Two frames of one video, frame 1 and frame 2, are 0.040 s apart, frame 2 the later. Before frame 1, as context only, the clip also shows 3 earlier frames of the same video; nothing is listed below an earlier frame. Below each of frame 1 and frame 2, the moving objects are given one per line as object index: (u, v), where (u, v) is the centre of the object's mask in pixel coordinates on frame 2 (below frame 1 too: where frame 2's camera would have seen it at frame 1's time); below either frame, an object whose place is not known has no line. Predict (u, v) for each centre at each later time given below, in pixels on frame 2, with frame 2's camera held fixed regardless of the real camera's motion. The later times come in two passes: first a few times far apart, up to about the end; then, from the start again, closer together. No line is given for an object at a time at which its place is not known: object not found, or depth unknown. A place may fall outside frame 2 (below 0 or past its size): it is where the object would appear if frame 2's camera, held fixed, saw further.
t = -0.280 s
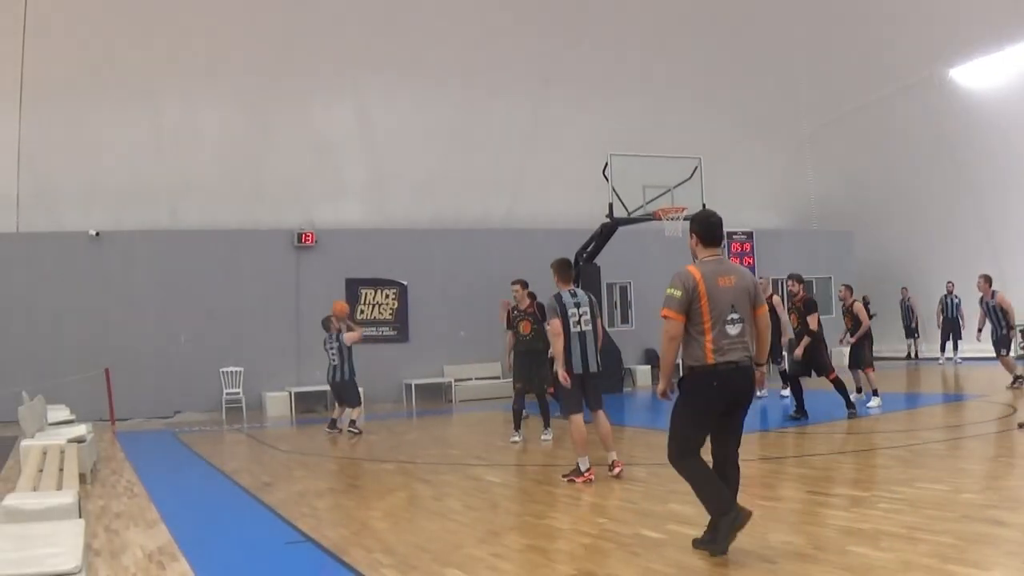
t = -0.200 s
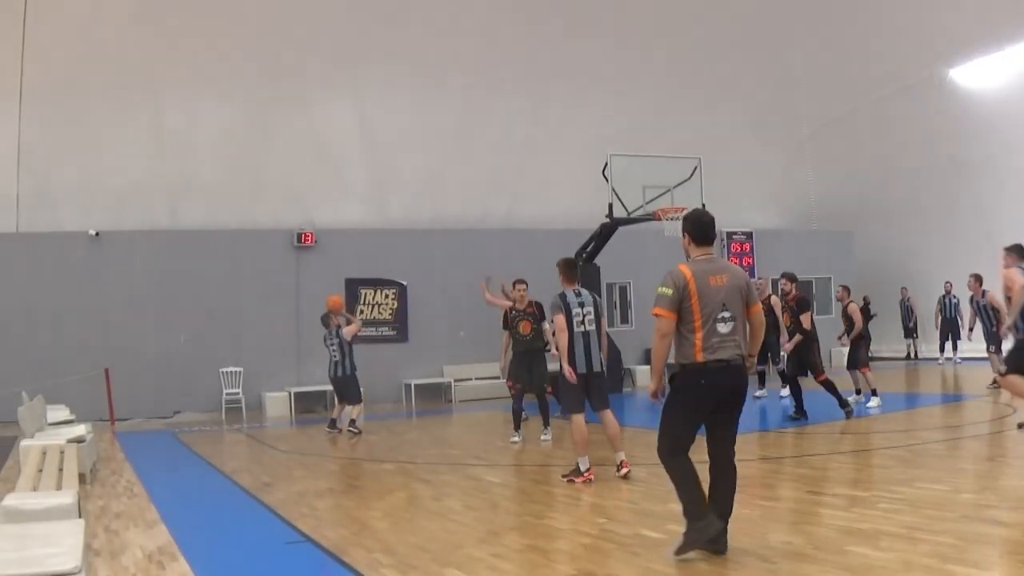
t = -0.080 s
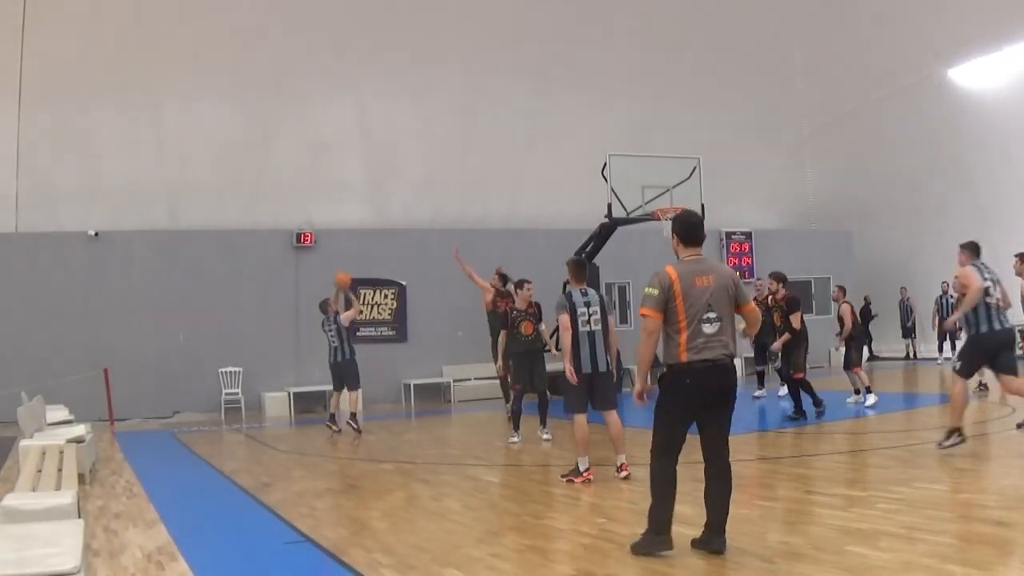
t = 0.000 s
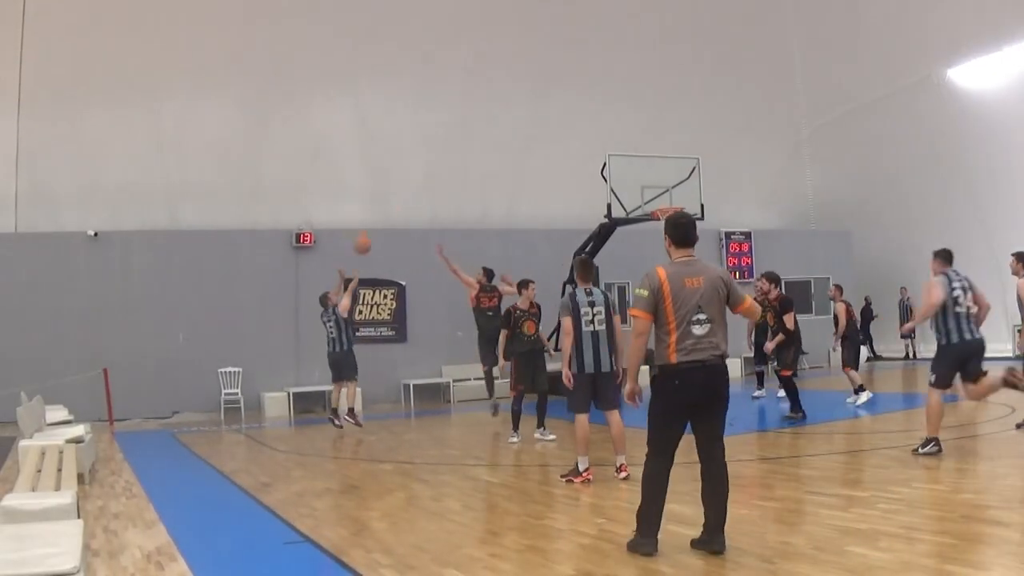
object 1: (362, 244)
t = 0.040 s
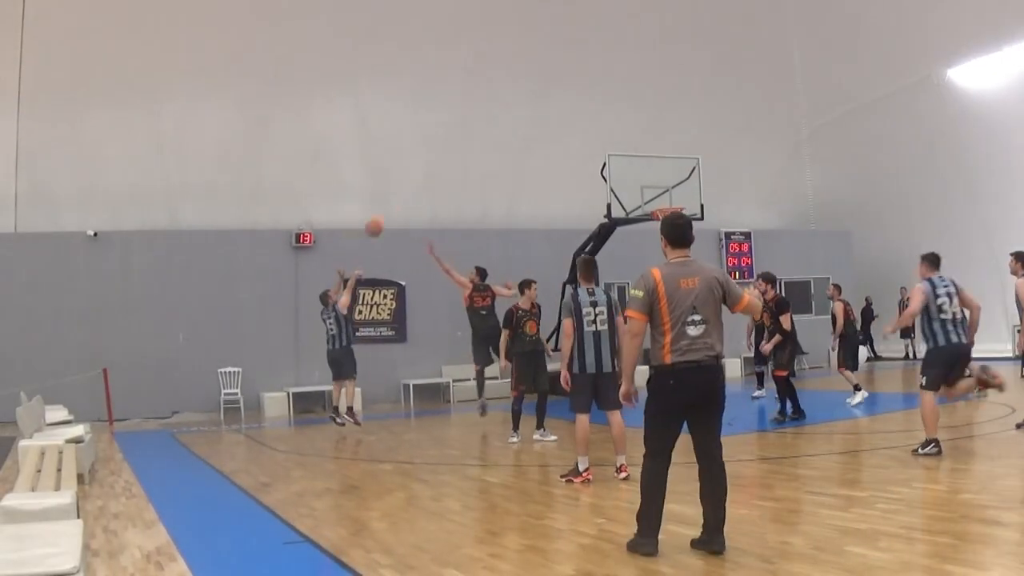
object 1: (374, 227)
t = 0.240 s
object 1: (430, 160)
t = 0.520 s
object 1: (504, 117)
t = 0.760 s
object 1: (565, 122)
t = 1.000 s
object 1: (622, 162)
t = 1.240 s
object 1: (662, 184)
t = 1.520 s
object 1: (677, 164)
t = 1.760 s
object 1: (695, 186)
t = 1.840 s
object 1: (701, 202)
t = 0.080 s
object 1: (384, 212)
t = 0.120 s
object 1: (396, 197)
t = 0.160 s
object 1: (408, 182)
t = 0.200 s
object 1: (419, 171)
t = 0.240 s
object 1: (430, 160)
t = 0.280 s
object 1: (440, 150)
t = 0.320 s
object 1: (451, 142)
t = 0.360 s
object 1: (462, 135)
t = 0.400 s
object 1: (472, 129)
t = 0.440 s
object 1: (483, 124)
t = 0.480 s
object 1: (493, 120)
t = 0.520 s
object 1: (504, 117)
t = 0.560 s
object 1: (514, 115)
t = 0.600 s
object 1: (524, 115)
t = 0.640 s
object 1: (534, 115)
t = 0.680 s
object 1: (545, 116)
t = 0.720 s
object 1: (555, 118)
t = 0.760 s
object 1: (565, 122)
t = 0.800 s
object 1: (575, 126)
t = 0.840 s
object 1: (584, 131)
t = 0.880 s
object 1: (594, 137)
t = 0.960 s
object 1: (612, 153)
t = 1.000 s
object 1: (622, 162)
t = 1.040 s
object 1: (632, 171)
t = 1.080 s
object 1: (641, 182)
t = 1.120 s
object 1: (650, 193)
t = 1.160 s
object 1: (657, 200)
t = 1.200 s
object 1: (659, 191)
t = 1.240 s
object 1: (662, 184)
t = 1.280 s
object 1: (664, 179)
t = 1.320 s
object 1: (666, 174)
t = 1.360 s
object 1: (668, 170)
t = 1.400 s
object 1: (670, 167)
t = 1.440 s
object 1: (672, 165)
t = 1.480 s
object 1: (675, 164)
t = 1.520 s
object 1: (677, 164)
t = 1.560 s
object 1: (680, 166)
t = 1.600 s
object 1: (682, 168)
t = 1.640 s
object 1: (685, 171)
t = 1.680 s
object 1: (688, 174)
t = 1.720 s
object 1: (692, 180)
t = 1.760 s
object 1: (695, 186)
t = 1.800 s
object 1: (698, 193)
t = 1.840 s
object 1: (701, 202)
